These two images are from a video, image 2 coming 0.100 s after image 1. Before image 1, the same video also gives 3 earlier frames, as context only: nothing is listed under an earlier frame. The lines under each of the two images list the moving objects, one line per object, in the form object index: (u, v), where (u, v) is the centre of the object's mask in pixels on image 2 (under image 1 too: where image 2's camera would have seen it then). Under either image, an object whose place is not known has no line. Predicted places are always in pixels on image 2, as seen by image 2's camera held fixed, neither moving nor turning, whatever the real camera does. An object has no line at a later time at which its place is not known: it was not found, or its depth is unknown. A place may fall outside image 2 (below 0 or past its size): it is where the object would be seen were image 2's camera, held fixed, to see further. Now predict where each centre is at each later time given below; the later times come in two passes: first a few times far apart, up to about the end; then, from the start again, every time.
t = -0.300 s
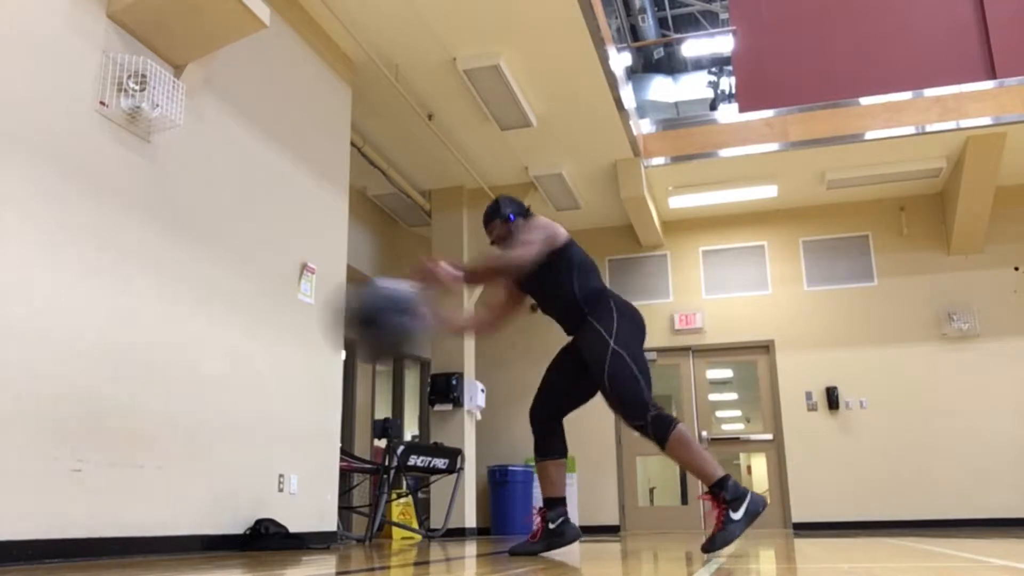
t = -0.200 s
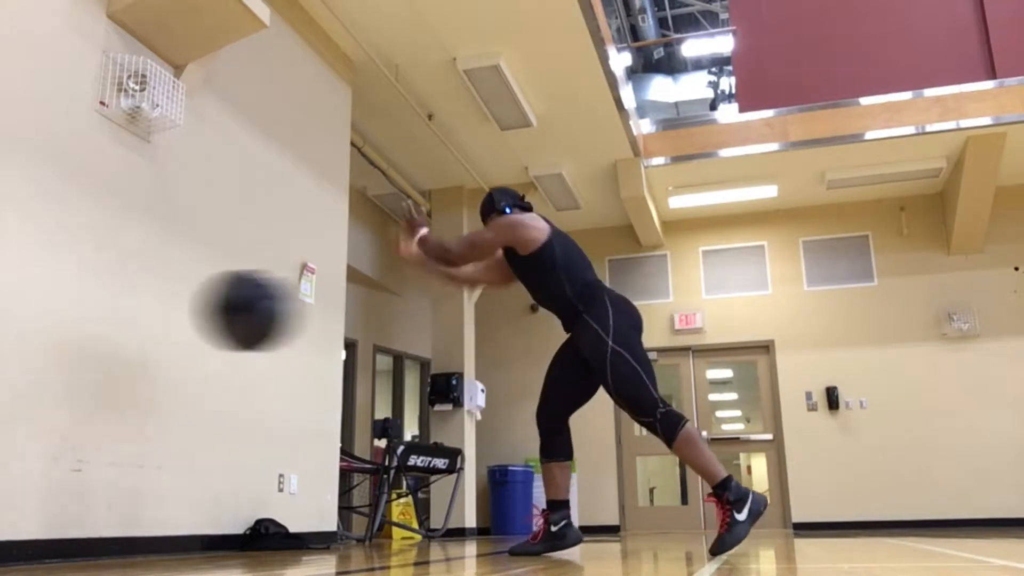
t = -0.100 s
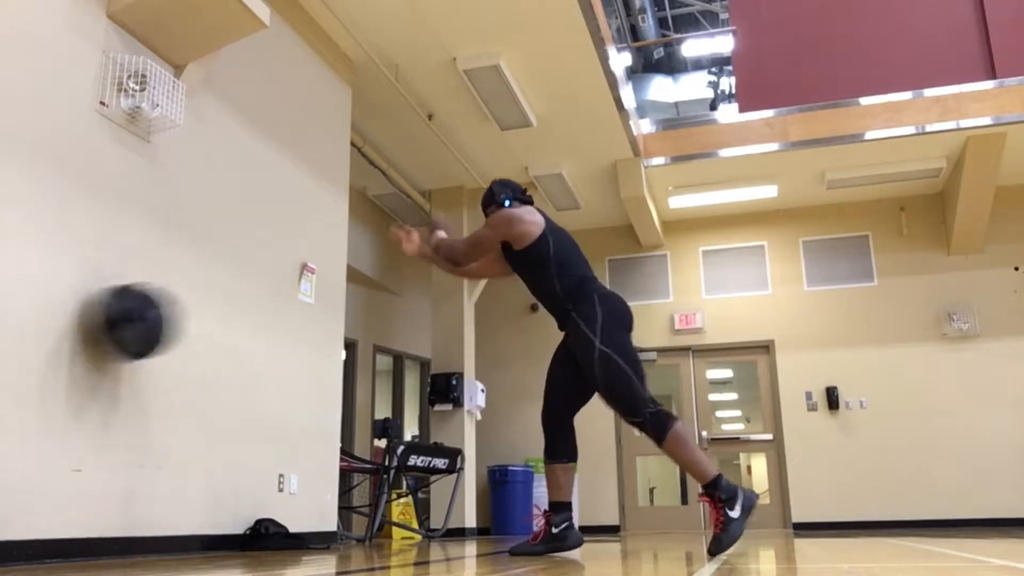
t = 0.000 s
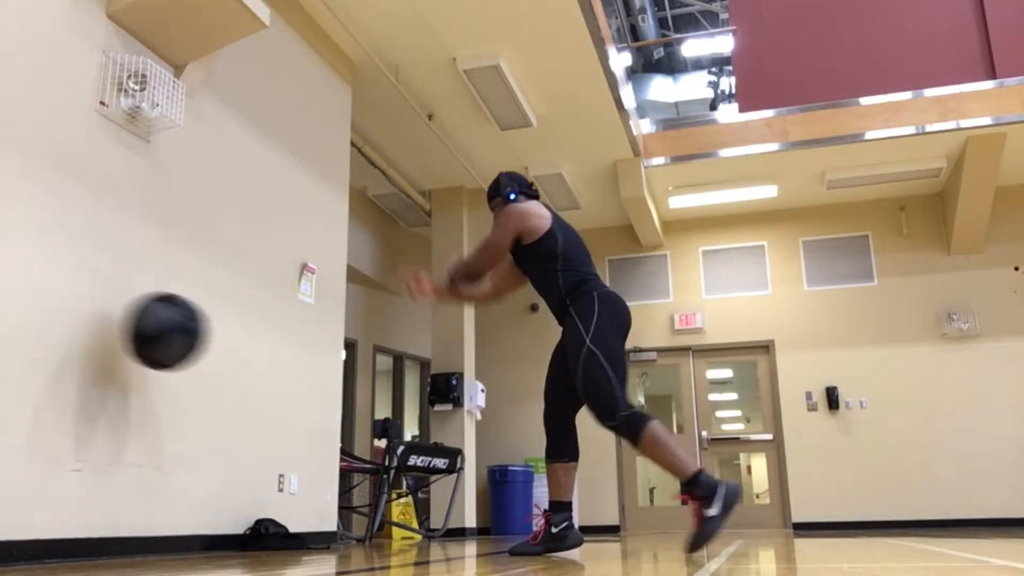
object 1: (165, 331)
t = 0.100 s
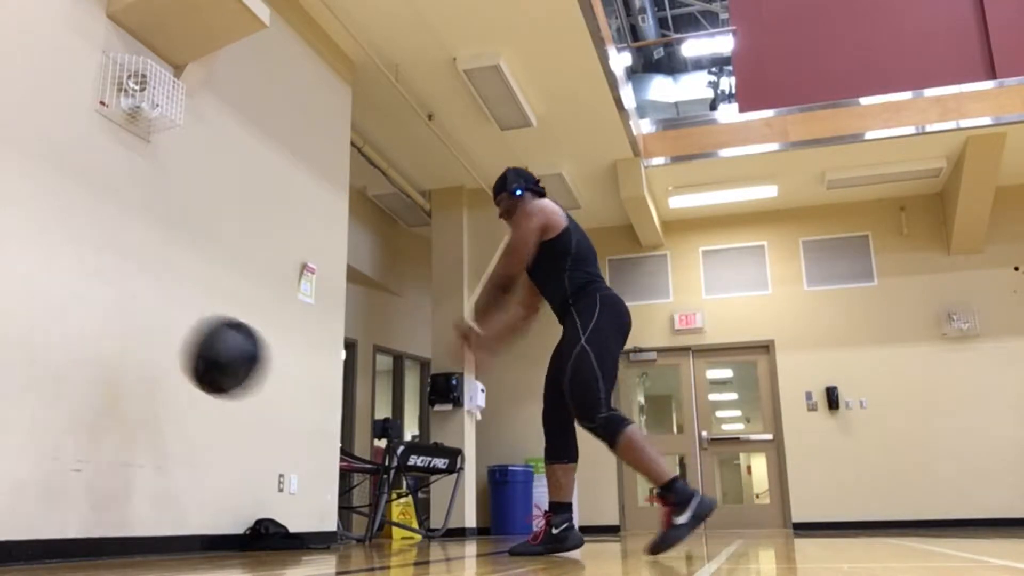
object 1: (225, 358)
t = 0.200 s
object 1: (284, 403)
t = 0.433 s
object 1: (421, 499)
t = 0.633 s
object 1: (508, 502)
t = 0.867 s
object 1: (585, 504)
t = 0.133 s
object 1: (245, 371)
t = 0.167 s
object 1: (264, 385)
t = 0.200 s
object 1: (284, 403)
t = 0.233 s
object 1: (305, 424)
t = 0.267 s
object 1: (328, 449)
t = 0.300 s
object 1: (350, 476)
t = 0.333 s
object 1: (367, 505)
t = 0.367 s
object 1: (387, 522)
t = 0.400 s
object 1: (406, 509)
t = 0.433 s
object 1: (421, 499)
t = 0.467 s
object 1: (437, 493)
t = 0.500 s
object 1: (450, 491)
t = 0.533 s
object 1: (469, 489)
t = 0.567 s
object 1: (482, 491)
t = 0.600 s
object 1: (497, 495)
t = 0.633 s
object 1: (508, 502)
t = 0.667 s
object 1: (518, 508)
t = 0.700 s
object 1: (531, 517)
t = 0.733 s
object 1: (543, 514)
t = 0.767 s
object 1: (554, 508)
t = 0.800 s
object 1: (565, 505)
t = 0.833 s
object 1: (575, 503)
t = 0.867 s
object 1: (585, 504)
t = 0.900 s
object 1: (597, 506)
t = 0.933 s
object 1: (607, 509)
